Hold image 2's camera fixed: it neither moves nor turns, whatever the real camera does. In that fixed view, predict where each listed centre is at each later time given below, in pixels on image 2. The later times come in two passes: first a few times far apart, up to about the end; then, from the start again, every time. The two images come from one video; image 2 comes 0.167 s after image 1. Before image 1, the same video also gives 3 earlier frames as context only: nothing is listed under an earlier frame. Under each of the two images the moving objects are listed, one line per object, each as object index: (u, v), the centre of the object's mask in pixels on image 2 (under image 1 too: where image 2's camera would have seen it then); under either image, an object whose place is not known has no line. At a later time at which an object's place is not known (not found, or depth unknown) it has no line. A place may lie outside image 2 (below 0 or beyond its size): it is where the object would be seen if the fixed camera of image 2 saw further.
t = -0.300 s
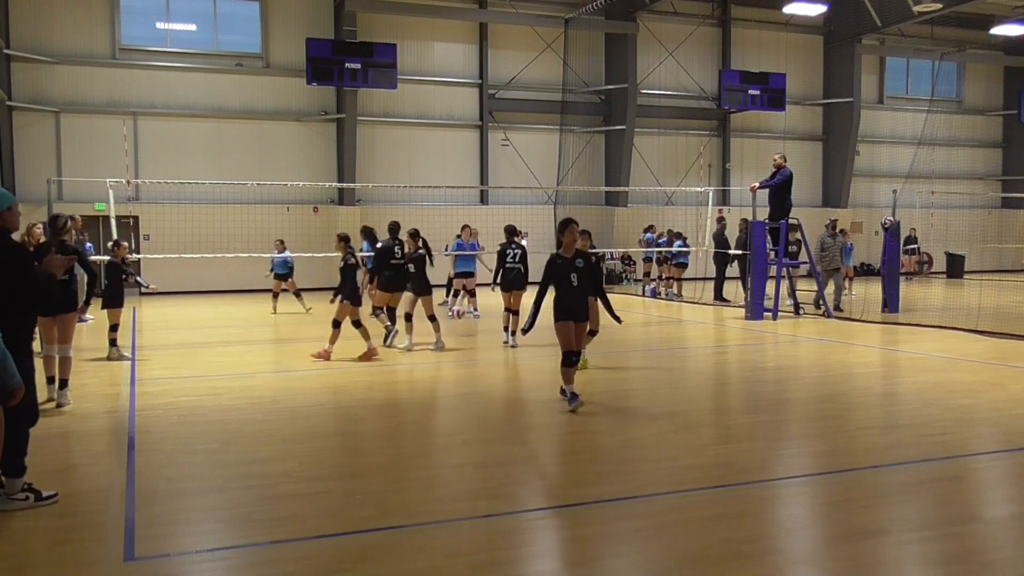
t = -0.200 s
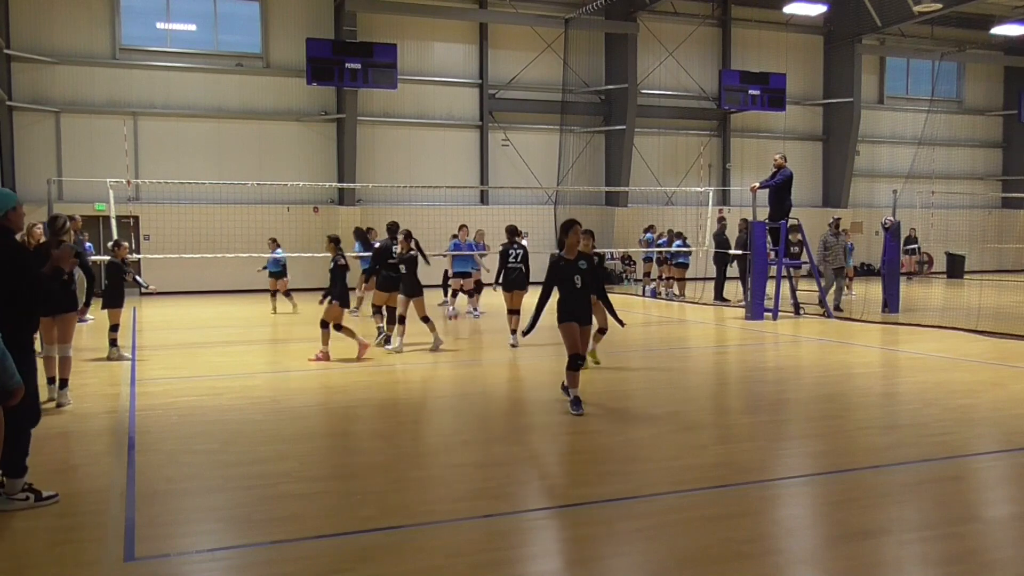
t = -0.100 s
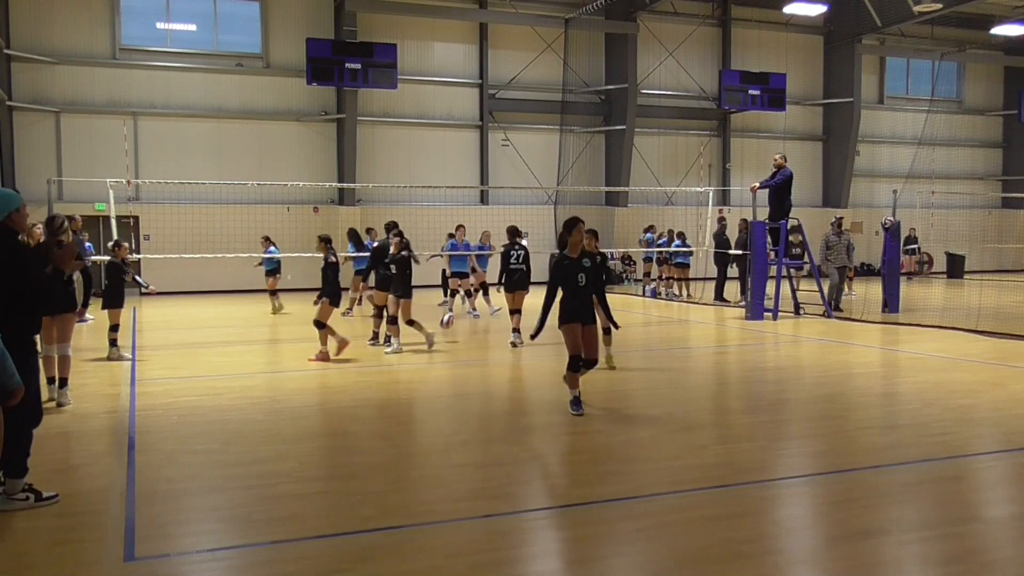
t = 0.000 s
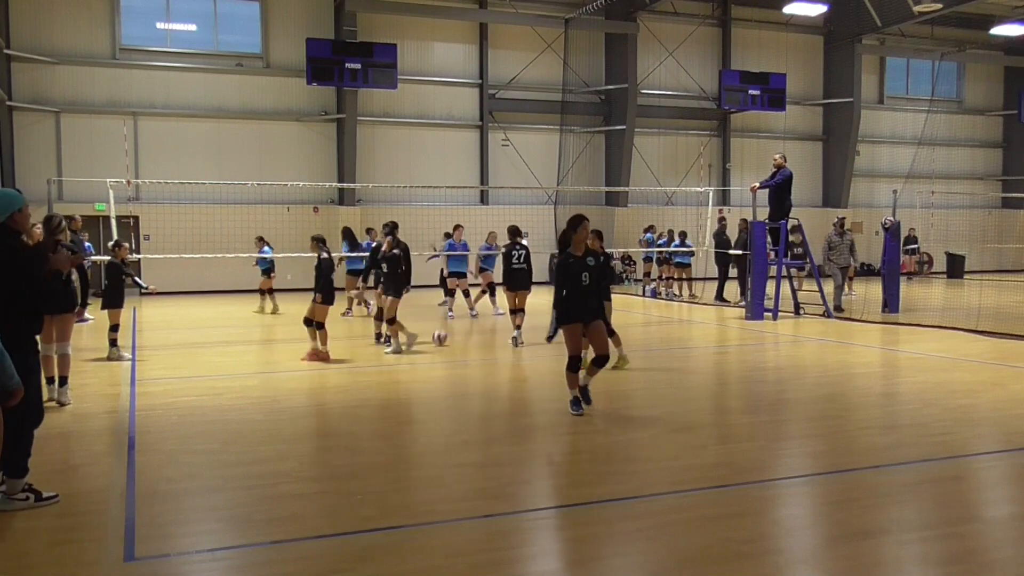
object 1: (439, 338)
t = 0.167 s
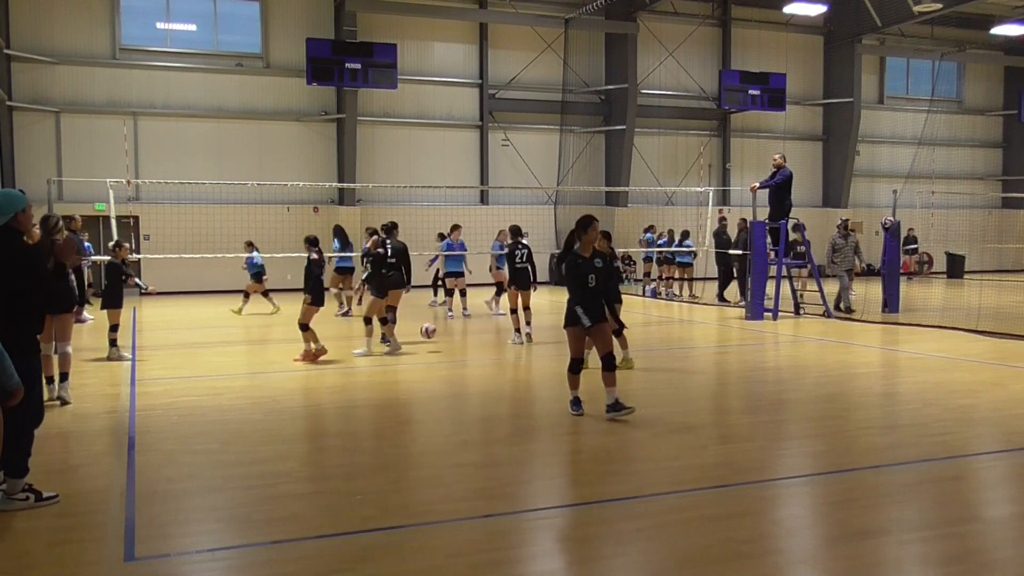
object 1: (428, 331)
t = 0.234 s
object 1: (423, 333)
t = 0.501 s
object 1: (402, 347)
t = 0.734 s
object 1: (379, 364)
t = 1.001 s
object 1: (349, 380)
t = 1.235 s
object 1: (317, 394)
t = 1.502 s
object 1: (275, 408)
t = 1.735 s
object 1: (231, 428)
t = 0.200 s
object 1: (426, 332)
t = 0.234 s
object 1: (423, 333)
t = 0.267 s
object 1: (421, 336)
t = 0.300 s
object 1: (418, 339)
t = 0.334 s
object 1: (416, 343)
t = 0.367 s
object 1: (413, 349)
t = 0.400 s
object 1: (410, 352)
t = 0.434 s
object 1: (407, 350)
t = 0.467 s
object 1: (404, 347)
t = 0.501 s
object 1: (402, 347)
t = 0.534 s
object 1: (399, 348)
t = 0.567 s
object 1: (396, 349)
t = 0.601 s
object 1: (393, 352)
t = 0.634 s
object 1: (389, 355)
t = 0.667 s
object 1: (386, 359)
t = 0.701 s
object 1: (383, 365)
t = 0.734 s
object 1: (379, 364)
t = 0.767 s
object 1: (376, 362)
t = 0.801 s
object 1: (372, 361)
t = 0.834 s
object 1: (368, 362)
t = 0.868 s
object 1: (365, 362)
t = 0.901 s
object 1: (361, 365)
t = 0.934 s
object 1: (358, 369)
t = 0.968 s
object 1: (353, 373)
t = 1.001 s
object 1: (349, 380)
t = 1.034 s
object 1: (345, 380)
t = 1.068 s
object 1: (341, 379)
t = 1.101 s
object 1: (336, 379)
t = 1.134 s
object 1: (332, 382)
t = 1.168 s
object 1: (327, 384)
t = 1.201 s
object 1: (322, 389)
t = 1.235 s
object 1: (317, 394)
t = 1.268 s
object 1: (313, 394)
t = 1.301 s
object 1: (308, 395)
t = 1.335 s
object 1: (303, 395)
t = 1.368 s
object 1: (298, 397)
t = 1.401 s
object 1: (292, 401)
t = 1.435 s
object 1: (287, 408)
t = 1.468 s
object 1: (281, 408)
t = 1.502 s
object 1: (275, 408)
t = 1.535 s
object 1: (270, 409)
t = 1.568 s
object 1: (263, 412)
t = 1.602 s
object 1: (257, 416)
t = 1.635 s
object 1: (251, 423)
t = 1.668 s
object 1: (244, 426)
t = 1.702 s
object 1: (238, 426)
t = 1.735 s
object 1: (231, 428)
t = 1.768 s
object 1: (223, 431)
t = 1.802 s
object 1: (215, 436)
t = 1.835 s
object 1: (208, 445)
